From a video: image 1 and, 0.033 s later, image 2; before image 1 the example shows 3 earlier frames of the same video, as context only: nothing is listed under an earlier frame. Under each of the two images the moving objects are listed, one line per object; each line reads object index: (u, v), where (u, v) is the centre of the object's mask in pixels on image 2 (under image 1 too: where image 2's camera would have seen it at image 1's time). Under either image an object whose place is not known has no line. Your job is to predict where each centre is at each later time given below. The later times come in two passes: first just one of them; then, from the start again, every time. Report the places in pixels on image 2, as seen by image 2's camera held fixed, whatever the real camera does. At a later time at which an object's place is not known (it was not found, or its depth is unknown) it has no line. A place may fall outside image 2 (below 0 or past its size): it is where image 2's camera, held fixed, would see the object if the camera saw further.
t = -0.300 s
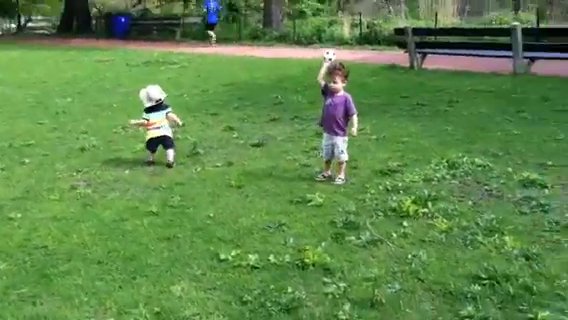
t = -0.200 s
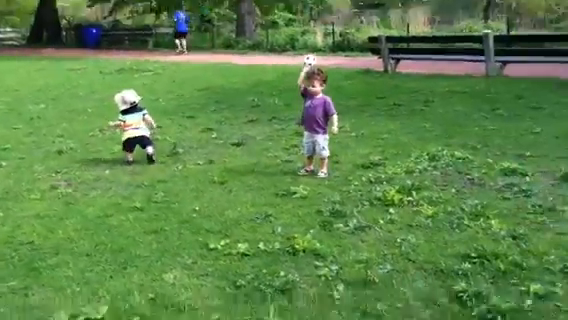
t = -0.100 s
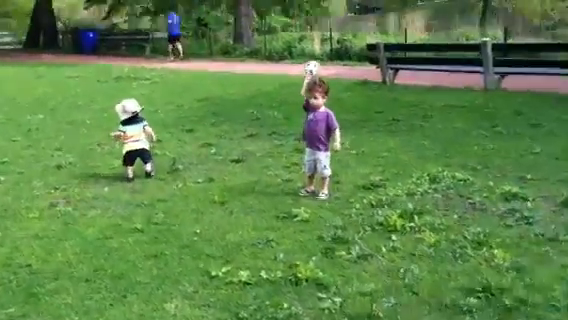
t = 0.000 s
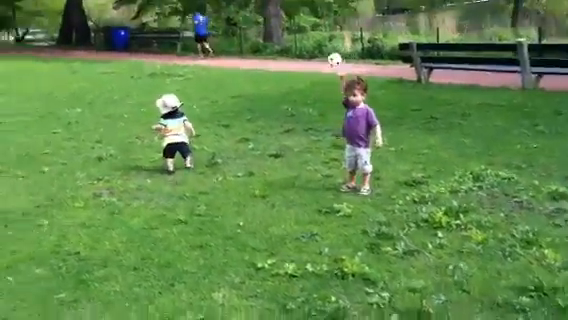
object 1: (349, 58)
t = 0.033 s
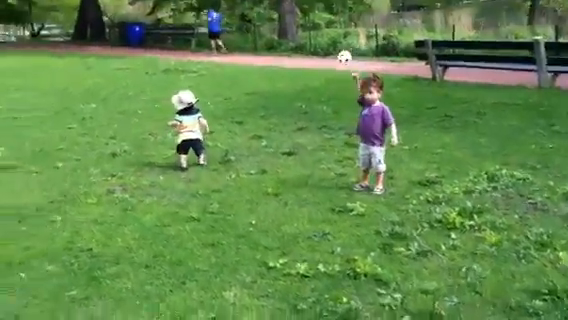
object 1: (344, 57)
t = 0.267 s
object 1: (308, 109)
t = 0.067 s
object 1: (340, 59)
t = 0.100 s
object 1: (336, 64)
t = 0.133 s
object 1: (331, 69)
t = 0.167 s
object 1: (327, 76)
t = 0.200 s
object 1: (320, 85)
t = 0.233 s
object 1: (314, 97)
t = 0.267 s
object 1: (308, 109)
